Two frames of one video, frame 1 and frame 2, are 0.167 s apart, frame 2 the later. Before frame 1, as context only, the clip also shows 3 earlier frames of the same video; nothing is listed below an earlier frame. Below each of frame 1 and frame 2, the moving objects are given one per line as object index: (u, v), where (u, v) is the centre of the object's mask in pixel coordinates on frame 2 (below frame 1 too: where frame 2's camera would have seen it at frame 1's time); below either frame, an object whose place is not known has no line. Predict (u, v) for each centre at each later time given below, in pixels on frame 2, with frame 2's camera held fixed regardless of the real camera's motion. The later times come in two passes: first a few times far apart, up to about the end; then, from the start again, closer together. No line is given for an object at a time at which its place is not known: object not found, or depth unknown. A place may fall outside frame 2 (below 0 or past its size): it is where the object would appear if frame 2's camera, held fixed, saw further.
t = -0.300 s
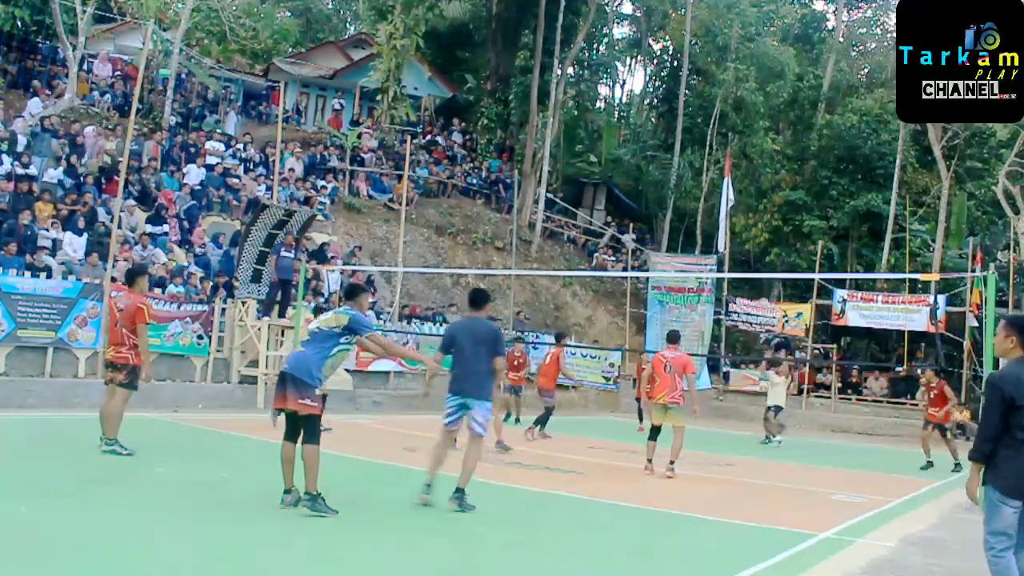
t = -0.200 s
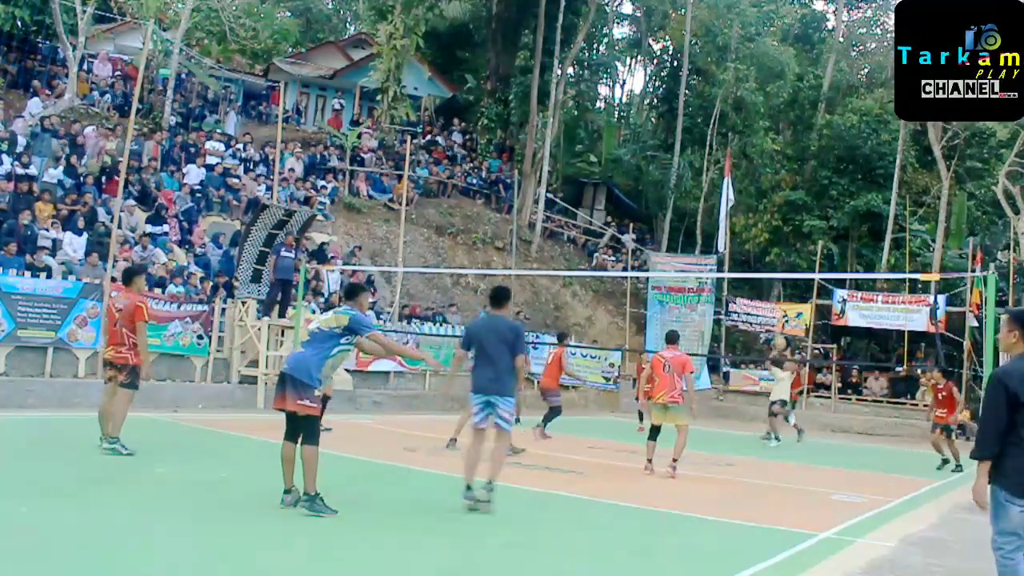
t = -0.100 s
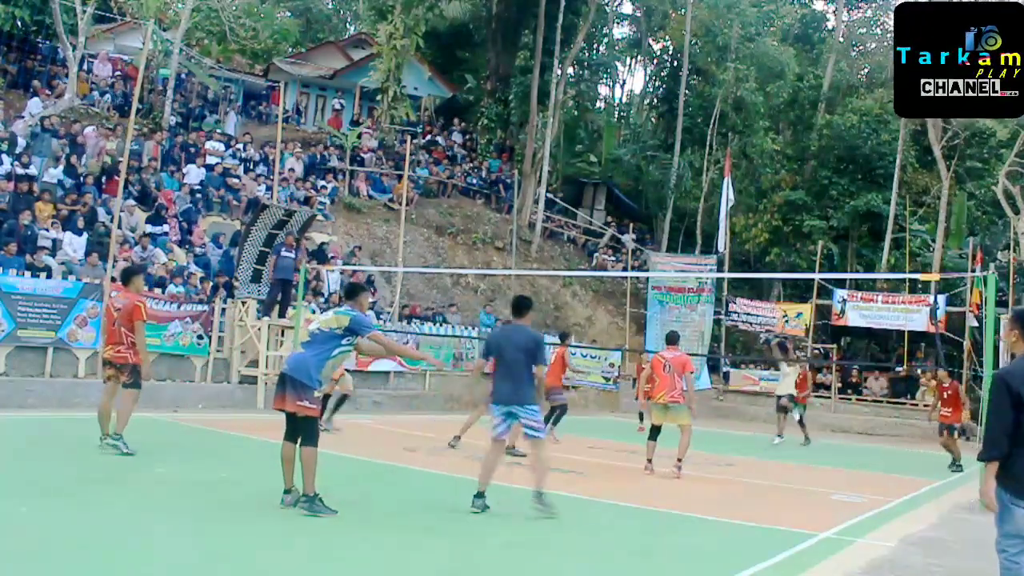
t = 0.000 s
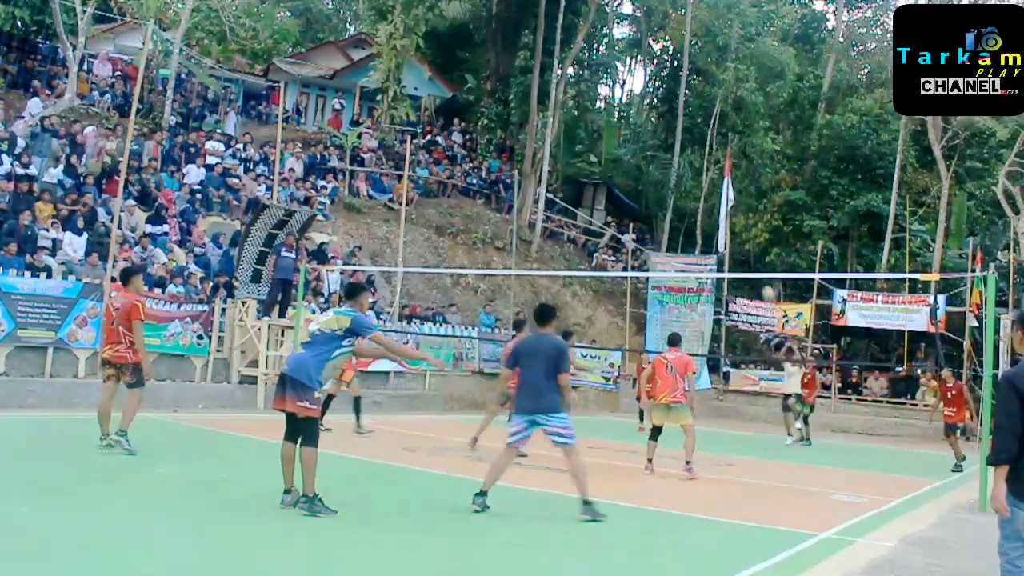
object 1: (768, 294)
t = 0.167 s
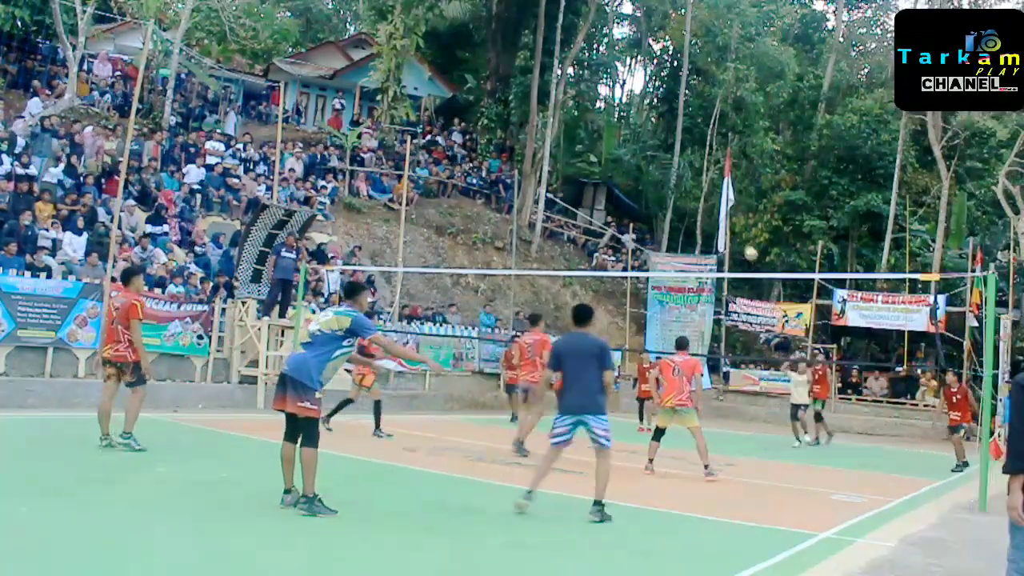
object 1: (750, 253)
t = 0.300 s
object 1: (735, 230)
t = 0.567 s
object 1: (701, 211)
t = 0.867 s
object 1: (659, 239)
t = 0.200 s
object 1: (746, 246)
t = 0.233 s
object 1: (741, 238)
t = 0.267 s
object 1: (739, 236)
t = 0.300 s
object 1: (735, 230)
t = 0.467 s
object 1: (713, 214)
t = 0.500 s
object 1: (710, 212)
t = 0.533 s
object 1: (705, 211)
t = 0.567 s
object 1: (701, 211)
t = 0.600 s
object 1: (696, 212)
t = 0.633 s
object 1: (691, 213)
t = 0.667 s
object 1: (688, 214)
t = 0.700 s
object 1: (683, 217)
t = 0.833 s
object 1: (662, 235)
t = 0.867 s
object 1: (659, 239)
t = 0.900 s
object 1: (653, 245)
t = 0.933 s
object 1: (646, 256)
